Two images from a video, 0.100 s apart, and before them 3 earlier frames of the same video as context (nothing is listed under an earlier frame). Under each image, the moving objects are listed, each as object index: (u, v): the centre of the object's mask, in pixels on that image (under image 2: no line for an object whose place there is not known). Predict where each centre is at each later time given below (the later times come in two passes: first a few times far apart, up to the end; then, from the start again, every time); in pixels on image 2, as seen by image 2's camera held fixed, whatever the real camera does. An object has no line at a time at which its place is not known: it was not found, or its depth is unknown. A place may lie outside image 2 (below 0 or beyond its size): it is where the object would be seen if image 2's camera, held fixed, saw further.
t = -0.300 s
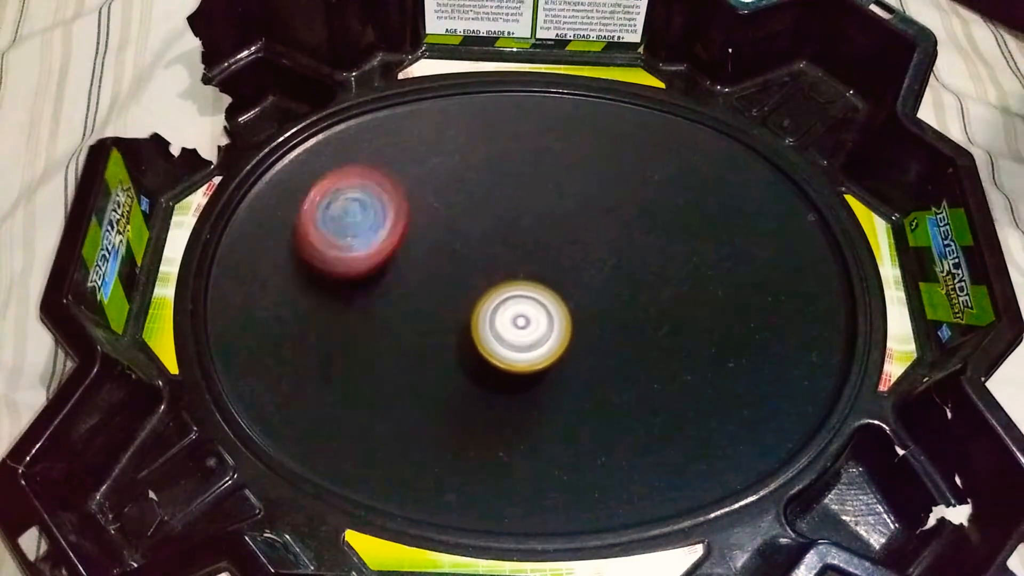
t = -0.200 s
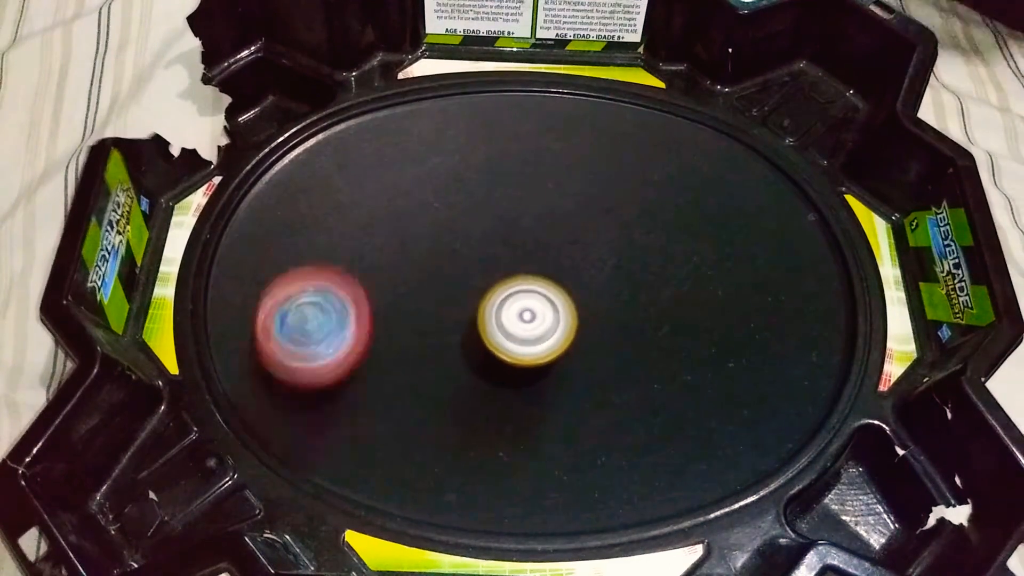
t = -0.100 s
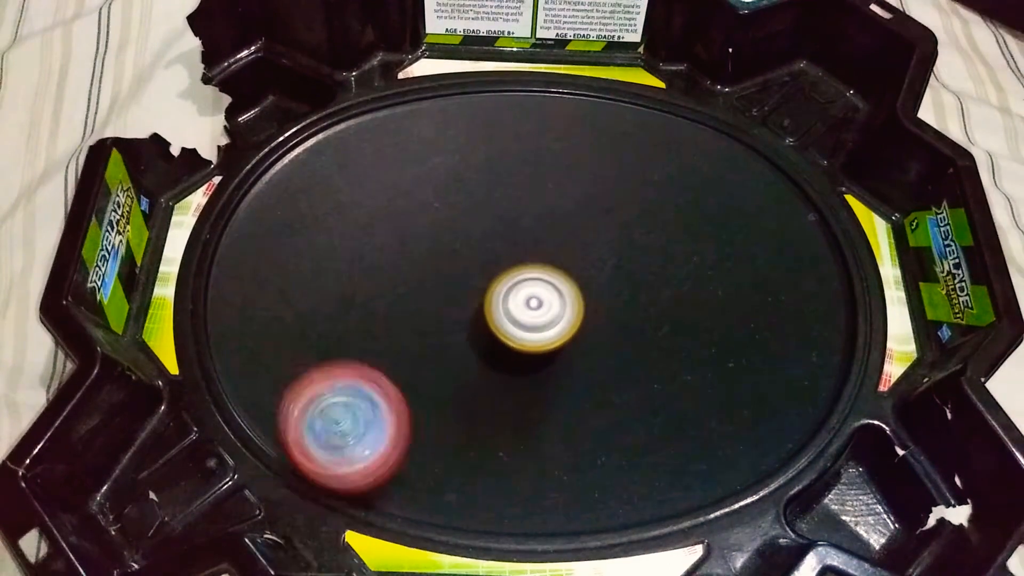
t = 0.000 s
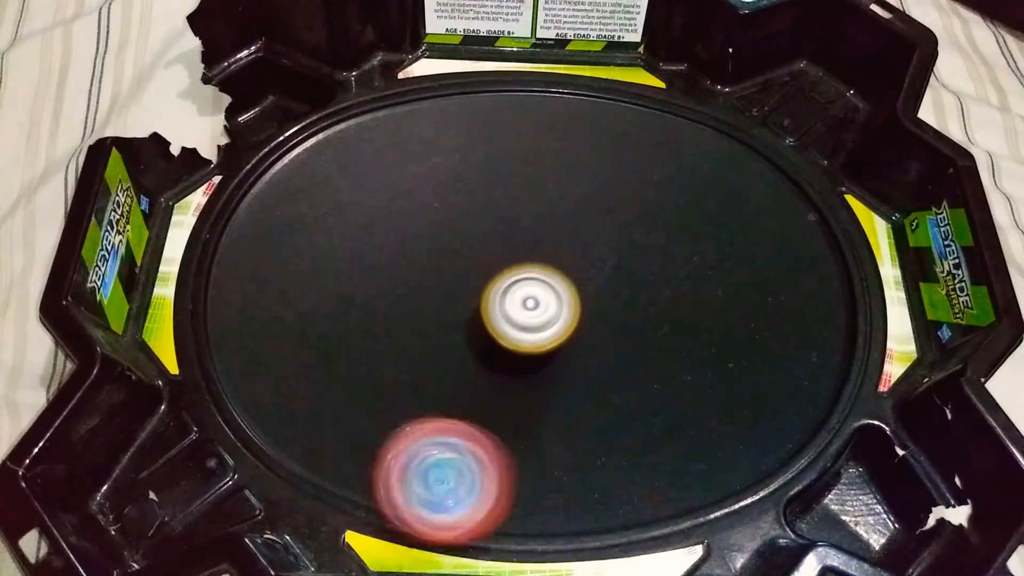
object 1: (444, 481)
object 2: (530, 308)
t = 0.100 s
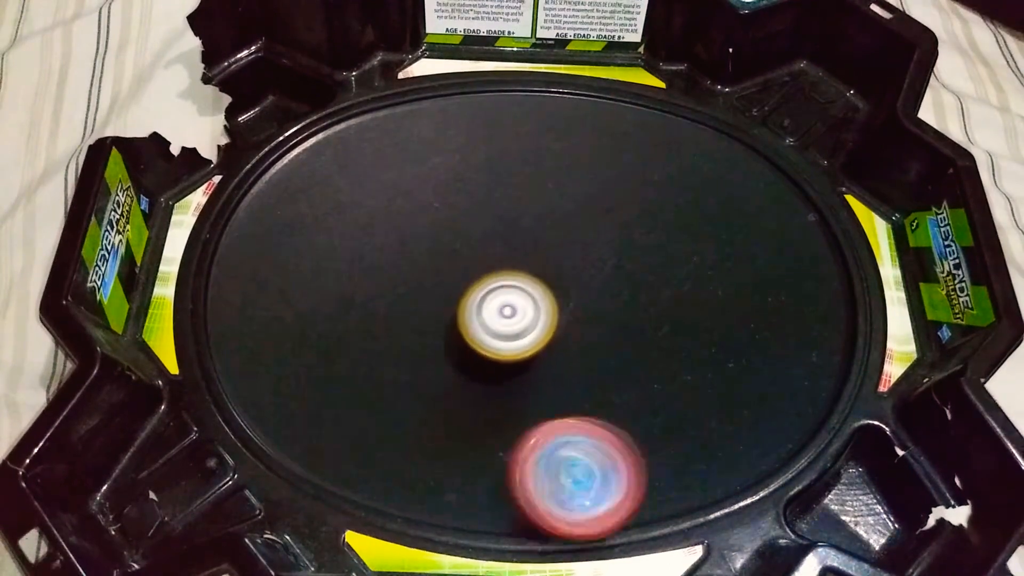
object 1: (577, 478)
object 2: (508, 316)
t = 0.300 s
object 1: (729, 333)
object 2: (494, 333)
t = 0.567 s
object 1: (567, 187)
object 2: (514, 336)
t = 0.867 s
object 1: (326, 304)
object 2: (494, 306)
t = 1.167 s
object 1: (409, 393)
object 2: (469, 299)
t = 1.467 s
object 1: (474, 376)
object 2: (479, 267)
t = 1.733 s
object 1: (457, 339)
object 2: (463, 223)
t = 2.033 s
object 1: (434, 326)
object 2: (435, 217)
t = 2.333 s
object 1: (427, 350)
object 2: (463, 230)
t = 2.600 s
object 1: (464, 336)
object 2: (517, 255)
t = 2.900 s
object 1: (440, 332)
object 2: (615, 266)
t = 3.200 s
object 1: (440, 305)
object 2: (637, 279)
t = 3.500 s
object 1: (440, 272)
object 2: (593, 328)
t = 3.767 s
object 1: (452, 269)
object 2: (540, 370)
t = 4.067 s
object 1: (492, 273)
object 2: (477, 376)
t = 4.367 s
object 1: (507, 253)
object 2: (404, 350)
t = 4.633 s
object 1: (481, 270)
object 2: (363, 316)
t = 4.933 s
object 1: (484, 331)
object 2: (359, 278)
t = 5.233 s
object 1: (537, 348)
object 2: (396, 259)
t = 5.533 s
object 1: (540, 322)
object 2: (480, 244)
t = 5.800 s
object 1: (535, 332)
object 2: (550, 231)
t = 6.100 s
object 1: (492, 321)
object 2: (596, 254)
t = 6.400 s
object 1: (435, 313)
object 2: (616, 310)
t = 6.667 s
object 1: (420, 309)
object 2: (592, 342)
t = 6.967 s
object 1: (442, 282)
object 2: (521, 373)
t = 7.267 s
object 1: (417, 213)
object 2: (470, 387)
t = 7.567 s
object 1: (437, 240)
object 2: (412, 335)
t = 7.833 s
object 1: (528, 265)
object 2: (367, 297)
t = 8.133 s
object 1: (612, 321)
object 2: (375, 263)
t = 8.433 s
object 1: (633, 340)
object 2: (442, 261)
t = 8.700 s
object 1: (564, 345)
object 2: (506, 250)
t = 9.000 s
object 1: (489, 365)
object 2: (563, 267)
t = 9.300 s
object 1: (416, 322)
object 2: (590, 305)
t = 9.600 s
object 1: (386, 259)
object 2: (566, 333)
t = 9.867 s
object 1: (410, 241)
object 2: (503, 340)
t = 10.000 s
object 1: (443, 244)
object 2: (467, 344)
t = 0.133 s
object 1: (620, 463)
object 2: (502, 317)
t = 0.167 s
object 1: (659, 443)
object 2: (498, 319)
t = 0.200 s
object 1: (687, 417)
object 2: (496, 321)
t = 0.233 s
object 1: (710, 389)
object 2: (495, 325)
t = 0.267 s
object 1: (722, 361)
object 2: (495, 329)
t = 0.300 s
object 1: (729, 333)
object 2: (494, 333)
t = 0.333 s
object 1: (728, 306)
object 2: (494, 336)
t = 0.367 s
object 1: (721, 280)
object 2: (495, 337)
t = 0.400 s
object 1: (708, 258)
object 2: (496, 337)
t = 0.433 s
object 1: (689, 237)
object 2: (499, 337)
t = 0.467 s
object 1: (665, 219)
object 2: (503, 337)
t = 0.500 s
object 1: (636, 205)
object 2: (507, 337)
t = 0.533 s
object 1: (603, 194)
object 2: (511, 337)
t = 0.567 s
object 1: (567, 187)
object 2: (514, 336)
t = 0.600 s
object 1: (531, 186)
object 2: (515, 335)
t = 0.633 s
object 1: (493, 190)
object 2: (515, 334)
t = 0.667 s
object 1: (458, 198)
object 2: (514, 331)
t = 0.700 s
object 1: (425, 211)
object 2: (512, 328)
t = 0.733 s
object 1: (396, 228)
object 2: (509, 323)
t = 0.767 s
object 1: (371, 246)
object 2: (505, 319)
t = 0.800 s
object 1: (352, 266)
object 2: (501, 314)
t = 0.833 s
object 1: (336, 286)
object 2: (497, 310)
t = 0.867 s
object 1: (326, 304)
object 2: (494, 306)
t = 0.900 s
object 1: (322, 322)
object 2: (491, 304)
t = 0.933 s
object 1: (323, 337)
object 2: (488, 304)
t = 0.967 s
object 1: (329, 351)
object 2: (485, 306)
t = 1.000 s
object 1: (341, 362)
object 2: (480, 307)
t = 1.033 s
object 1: (357, 370)
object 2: (474, 308)
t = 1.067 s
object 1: (373, 375)
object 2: (467, 308)
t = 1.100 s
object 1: (390, 378)
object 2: (462, 307)
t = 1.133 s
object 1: (398, 386)
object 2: (465, 303)
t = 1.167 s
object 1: (409, 393)
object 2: (469, 299)
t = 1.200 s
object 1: (420, 396)
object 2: (472, 297)
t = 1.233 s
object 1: (431, 396)
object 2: (474, 295)
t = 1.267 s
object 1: (443, 396)
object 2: (475, 293)
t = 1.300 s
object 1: (452, 393)
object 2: (476, 291)
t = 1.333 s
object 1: (461, 388)
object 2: (476, 290)
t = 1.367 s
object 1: (468, 382)
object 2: (476, 288)
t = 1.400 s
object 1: (470, 380)
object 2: (477, 282)
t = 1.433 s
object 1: (472, 379)
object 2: (478, 273)
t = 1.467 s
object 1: (474, 376)
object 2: (479, 267)
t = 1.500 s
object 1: (474, 372)
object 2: (478, 261)
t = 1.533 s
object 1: (476, 366)
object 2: (476, 257)
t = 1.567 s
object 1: (476, 360)
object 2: (473, 253)
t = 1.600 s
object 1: (474, 352)
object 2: (470, 250)
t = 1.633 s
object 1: (473, 344)
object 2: (467, 247)
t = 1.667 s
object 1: (470, 337)
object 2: (464, 245)
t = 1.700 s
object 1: (464, 337)
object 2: (463, 236)
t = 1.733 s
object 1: (457, 339)
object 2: (463, 223)
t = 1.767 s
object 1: (452, 340)
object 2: (462, 214)
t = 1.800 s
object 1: (447, 341)
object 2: (459, 209)
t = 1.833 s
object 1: (443, 340)
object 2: (456, 206)
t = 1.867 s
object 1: (441, 339)
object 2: (453, 205)
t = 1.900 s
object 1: (438, 337)
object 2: (448, 205)
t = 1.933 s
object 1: (436, 335)
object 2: (445, 207)
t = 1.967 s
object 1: (435, 332)
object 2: (441, 209)
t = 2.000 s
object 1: (435, 329)
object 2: (437, 212)
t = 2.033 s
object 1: (434, 326)
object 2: (435, 217)
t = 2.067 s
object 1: (433, 323)
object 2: (432, 222)
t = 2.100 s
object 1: (431, 321)
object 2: (432, 228)
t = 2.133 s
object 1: (429, 328)
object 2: (436, 225)
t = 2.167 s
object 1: (425, 334)
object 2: (439, 223)
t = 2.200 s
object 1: (423, 339)
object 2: (443, 223)
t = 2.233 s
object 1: (423, 343)
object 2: (448, 225)
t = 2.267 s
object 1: (424, 347)
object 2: (452, 226)
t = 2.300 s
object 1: (425, 349)
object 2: (457, 228)
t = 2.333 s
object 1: (427, 350)
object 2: (463, 230)
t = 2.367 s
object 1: (431, 350)
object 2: (469, 233)
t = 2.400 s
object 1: (435, 351)
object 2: (475, 236)
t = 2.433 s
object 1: (439, 350)
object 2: (481, 239)
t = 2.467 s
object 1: (444, 348)
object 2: (487, 242)
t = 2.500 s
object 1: (449, 346)
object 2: (494, 246)
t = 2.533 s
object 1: (454, 343)
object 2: (501, 249)
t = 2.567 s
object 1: (460, 340)
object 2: (508, 252)
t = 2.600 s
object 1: (464, 336)
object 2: (517, 255)
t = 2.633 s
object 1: (463, 333)
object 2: (530, 256)
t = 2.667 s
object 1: (459, 334)
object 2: (546, 255)
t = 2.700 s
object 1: (455, 335)
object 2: (558, 256)
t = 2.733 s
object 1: (451, 335)
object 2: (570, 257)
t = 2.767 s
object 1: (448, 335)
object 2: (581, 260)
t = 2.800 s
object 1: (445, 335)
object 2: (590, 261)
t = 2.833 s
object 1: (442, 334)
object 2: (599, 263)
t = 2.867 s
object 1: (441, 333)
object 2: (608, 264)
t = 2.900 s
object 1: (440, 332)
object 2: (615, 266)
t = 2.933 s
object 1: (440, 331)
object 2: (621, 267)
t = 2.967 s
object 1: (439, 329)
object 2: (627, 268)
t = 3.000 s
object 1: (438, 326)
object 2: (632, 268)
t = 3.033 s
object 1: (438, 323)
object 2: (636, 269)
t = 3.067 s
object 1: (438, 320)
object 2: (638, 271)
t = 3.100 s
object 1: (439, 317)
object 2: (639, 272)
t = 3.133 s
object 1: (439, 314)
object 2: (640, 274)
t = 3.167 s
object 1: (439, 310)
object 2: (639, 276)
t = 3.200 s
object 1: (440, 305)
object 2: (637, 279)
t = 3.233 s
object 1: (440, 301)
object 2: (634, 281)
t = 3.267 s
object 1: (441, 296)
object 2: (631, 285)
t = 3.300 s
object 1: (442, 291)
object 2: (626, 290)
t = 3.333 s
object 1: (442, 287)
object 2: (621, 296)
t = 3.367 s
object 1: (442, 283)
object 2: (615, 302)
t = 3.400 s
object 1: (441, 280)
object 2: (611, 308)
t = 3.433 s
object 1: (440, 277)
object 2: (605, 315)
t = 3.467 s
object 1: (440, 274)
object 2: (600, 322)
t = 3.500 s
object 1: (440, 272)
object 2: (593, 328)
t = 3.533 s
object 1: (441, 271)
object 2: (587, 335)
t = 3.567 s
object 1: (442, 270)
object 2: (580, 341)
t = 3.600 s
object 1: (442, 270)
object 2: (574, 347)
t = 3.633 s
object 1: (443, 270)
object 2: (566, 352)
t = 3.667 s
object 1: (445, 269)
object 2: (560, 357)
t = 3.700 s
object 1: (446, 269)
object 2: (553, 362)
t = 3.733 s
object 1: (449, 269)
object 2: (547, 366)
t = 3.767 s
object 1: (452, 269)
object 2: (540, 370)
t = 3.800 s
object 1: (456, 270)
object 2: (534, 372)
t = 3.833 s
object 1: (460, 271)
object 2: (528, 375)
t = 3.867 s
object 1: (463, 273)
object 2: (522, 376)
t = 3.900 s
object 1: (467, 275)
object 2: (515, 377)
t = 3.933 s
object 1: (472, 276)
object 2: (508, 377)
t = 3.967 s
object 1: (477, 278)
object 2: (501, 376)
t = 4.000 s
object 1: (482, 278)
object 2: (493, 377)
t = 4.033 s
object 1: (487, 276)
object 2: (485, 377)
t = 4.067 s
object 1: (492, 273)
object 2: (477, 376)
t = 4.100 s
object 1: (496, 270)
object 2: (469, 374)
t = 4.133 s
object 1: (498, 267)
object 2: (461, 372)
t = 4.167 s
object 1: (501, 264)
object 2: (453, 370)
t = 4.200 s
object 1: (503, 261)
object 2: (444, 368)
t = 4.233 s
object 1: (505, 259)
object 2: (436, 365)
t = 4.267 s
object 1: (506, 256)
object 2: (428, 362)
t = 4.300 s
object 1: (506, 254)
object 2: (419, 358)
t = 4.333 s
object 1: (507, 253)
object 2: (411, 354)
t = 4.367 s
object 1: (507, 253)
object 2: (404, 350)
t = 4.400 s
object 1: (505, 253)
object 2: (397, 347)
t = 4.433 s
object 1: (503, 254)
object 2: (390, 343)
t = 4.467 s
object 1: (500, 256)
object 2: (384, 338)
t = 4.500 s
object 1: (497, 258)
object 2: (378, 333)
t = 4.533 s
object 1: (494, 260)
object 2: (373, 329)
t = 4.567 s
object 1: (490, 263)
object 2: (369, 324)
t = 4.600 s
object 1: (486, 266)
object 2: (366, 320)
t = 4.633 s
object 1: (481, 270)
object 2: (363, 316)
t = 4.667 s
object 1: (477, 274)
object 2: (361, 312)
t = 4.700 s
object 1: (473, 280)
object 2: (359, 308)
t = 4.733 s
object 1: (469, 287)
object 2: (358, 303)
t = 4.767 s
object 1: (467, 294)
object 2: (357, 299)
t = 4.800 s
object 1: (469, 301)
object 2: (356, 295)
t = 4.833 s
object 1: (472, 309)
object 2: (356, 291)
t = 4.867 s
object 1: (475, 316)
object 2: (356, 287)
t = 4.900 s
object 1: (479, 324)
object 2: (357, 283)
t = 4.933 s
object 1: (484, 331)
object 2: (359, 278)
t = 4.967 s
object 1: (489, 337)
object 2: (360, 274)
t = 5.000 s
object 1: (495, 342)
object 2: (362, 271)
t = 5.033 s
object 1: (502, 346)
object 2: (366, 268)
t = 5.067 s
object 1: (509, 348)
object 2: (370, 265)
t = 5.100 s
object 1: (516, 350)
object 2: (373, 263)
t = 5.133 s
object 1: (523, 350)
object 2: (377, 261)
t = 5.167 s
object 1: (528, 350)
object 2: (382, 260)
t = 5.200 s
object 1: (533, 349)
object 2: (388, 259)
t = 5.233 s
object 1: (537, 348)
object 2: (396, 259)
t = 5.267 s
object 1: (540, 346)
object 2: (404, 258)
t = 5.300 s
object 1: (543, 343)
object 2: (414, 257)
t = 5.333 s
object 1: (545, 339)
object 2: (424, 256)
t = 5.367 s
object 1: (545, 335)
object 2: (434, 256)
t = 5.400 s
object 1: (545, 331)
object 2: (444, 256)
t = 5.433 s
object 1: (544, 326)
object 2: (454, 254)
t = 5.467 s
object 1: (542, 321)
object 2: (464, 253)
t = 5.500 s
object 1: (539, 319)
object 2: (472, 250)
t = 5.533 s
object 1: (540, 322)
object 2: (480, 244)
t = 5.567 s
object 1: (541, 324)
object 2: (490, 241)
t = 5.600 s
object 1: (541, 326)
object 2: (500, 238)
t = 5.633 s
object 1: (541, 328)
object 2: (509, 236)
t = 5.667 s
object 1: (540, 329)
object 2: (518, 233)
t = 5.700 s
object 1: (540, 330)
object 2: (527, 232)
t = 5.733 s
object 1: (538, 331)
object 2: (535, 231)
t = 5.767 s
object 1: (537, 332)
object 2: (543, 231)
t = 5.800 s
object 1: (535, 332)
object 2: (550, 231)
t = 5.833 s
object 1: (532, 333)
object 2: (557, 232)
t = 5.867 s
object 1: (530, 332)
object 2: (564, 233)
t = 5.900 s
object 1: (526, 332)
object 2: (570, 234)
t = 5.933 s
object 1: (522, 331)
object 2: (575, 236)
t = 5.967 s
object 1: (518, 329)
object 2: (580, 238)
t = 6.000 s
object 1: (513, 327)
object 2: (584, 241)
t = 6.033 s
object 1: (507, 325)
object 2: (589, 245)
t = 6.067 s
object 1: (500, 322)
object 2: (592, 250)
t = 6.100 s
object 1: (492, 321)
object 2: (596, 254)
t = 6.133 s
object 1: (485, 319)
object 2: (599, 260)
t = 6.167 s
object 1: (478, 318)
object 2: (602, 265)
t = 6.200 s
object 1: (471, 317)
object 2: (606, 272)
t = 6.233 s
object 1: (464, 316)
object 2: (609, 279)
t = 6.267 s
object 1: (457, 315)
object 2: (611, 285)
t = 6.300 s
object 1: (451, 314)
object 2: (613, 291)
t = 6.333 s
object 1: (445, 314)
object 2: (615, 297)
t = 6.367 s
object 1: (440, 314)
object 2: (616, 303)
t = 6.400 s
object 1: (435, 313)
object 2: (616, 310)
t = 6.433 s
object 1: (431, 312)
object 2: (616, 315)
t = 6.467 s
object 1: (428, 312)
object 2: (615, 319)
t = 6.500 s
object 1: (425, 312)
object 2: (614, 324)
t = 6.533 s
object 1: (423, 311)
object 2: (611, 328)
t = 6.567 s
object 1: (422, 311)
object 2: (608, 332)
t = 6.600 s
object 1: (421, 310)
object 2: (604, 335)
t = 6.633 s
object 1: (420, 310)
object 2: (598, 339)
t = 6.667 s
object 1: (420, 309)
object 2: (592, 342)
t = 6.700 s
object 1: (421, 308)
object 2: (586, 345)
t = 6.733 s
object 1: (422, 307)
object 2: (578, 347)
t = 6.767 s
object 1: (424, 306)
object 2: (569, 350)
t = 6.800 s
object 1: (427, 305)
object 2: (561, 352)
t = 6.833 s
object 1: (431, 303)
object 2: (552, 354)
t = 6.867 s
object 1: (435, 302)
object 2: (542, 356)
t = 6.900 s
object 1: (439, 300)
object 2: (533, 358)
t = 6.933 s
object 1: (444, 295)
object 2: (525, 361)
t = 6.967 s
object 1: (442, 282)
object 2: (521, 373)
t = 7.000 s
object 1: (438, 271)
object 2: (516, 379)
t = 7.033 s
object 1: (435, 261)
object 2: (510, 383)
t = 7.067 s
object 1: (432, 252)
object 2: (504, 387)
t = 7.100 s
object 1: (429, 243)
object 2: (498, 389)
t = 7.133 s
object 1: (425, 235)
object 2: (492, 391)
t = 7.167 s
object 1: (422, 228)
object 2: (487, 391)
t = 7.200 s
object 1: (420, 222)
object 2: (481, 391)
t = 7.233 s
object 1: (419, 218)
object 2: (475, 389)
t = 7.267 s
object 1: (417, 213)
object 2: (470, 387)
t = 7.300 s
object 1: (415, 211)
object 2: (464, 383)
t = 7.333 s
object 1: (414, 209)
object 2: (458, 379)
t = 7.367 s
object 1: (413, 210)
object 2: (451, 374)
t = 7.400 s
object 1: (413, 211)
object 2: (445, 369)
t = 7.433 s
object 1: (415, 214)
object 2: (438, 362)
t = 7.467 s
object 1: (418, 219)
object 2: (431, 356)
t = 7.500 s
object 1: (423, 225)
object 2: (425, 349)
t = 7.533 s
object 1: (430, 232)
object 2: (418, 342)
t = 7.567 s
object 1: (437, 240)
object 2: (412, 335)
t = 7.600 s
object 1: (449, 244)
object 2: (402, 332)
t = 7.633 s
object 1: (460, 246)
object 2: (395, 327)
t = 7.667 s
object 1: (471, 249)
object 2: (388, 323)
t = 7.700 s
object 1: (482, 252)
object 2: (383, 318)
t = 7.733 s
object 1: (493, 255)
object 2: (378, 313)
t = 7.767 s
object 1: (504, 259)
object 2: (374, 308)
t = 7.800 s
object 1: (515, 262)
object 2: (370, 303)
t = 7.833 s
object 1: (528, 265)
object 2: (367, 297)
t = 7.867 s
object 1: (539, 269)
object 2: (364, 293)
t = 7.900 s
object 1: (550, 276)
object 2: (361, 288)
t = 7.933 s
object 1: (561, 283)
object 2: (360, 284)
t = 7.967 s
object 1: (570, 290)
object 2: (361, 280)
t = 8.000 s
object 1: (579, 298)
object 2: (363, 277)
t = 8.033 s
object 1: (588, 304)
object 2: (365, 274)
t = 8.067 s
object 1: (597, 309)
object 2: (368, 270)
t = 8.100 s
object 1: (605, 315)
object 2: (371, 267)
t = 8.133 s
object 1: (612, 321)
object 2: (375, 263)
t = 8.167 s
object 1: (620, 326)
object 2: (378, 261)
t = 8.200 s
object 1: (626, 330)
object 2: (381, 260)
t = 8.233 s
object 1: (632, 334)
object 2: (387, 260)
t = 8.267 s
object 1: (637, 337)
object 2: (395, 261)
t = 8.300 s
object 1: (641, 339)
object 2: (404, 261)
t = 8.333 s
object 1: (642, 340)
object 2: (413, 261)
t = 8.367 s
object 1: (641, 341)
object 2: (423, 261)
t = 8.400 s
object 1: (637, 341)
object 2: (433, 261)
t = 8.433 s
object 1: (633, 340)
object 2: (442, 261)
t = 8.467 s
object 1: (627, 338)
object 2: (451, 262)
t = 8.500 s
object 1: (619, 336)
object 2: (460, 264)
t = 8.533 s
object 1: (609, 334)
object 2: (469, 266)
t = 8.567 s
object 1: (598, 331)
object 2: (480, 269)
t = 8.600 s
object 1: (587, 330)
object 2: (490, 271)
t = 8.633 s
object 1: (577, 332)
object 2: (499, 269)
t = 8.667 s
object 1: (573, 339)
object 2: (502, 257)
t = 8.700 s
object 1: (564, 345)
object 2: (506, 250)
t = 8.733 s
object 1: (556, 350)
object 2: (511, 250)
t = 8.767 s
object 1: (549, 354)
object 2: (518, 250)
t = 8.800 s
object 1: (542, 358)
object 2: (525, 252)
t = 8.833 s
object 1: (534, 361)
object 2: (533, 253)
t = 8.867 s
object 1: (526, 364)
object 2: (539, 253)
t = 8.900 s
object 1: (517, 365)
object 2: (544, 255)
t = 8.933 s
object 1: (508, 366)
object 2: (548, 258)
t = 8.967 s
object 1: (498, 366)
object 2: (555, 263)
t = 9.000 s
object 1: (489, 365)
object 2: (563, 267)
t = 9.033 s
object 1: (480, 362)
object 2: (571, 272)
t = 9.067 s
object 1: (471, 359)
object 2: (576, 276)
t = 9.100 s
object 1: (462, 356)
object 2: (577, 280)
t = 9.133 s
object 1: (453, 352)
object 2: (579, 285)
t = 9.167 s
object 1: (445, 347)
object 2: (583, 290)
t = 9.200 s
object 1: (436, 341)
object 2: (587, 294)
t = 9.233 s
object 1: (429, 335)
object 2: (590, 297)
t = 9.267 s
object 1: (422, 329)
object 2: (591, 300)
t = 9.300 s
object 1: (416, 322)
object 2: (590, 305)
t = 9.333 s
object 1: (409, 314)
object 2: (590, 310)
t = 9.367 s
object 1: (405, 308)
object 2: (591, 314)
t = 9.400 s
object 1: (400, 300)
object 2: (591, 317)
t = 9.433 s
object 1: (397, 293)
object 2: (588, 319)
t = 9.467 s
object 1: (393, 286)
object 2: (583, 322)
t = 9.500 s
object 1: (391, 279)
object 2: (578, 326)
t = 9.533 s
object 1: (388, 272)
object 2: (575, 329)
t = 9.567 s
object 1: (388, 266)
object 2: (572, 332)
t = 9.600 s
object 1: (386, 259)
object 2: (566, 333)
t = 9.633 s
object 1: (386, 255)
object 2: (559, 335)
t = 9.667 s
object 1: (386, 249)
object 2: (551, 338)
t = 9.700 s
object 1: (389, 246)
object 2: (544, 340)
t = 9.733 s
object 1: (390, 243)
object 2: (538, 341)
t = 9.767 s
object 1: (394, 242)
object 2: (530, 341)
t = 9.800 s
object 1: (399, 241)
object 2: (521, 340)
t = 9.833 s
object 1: (405, 240)
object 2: (511, 340)
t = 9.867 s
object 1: (410, 241)
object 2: (503, 340)
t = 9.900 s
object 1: (418, 242)
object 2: (496, 339)
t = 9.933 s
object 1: (426, 245)
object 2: (488, 336)
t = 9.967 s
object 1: (434, 246)
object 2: (479, 335)
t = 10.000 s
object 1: (443, 244)
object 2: (467, 344)
